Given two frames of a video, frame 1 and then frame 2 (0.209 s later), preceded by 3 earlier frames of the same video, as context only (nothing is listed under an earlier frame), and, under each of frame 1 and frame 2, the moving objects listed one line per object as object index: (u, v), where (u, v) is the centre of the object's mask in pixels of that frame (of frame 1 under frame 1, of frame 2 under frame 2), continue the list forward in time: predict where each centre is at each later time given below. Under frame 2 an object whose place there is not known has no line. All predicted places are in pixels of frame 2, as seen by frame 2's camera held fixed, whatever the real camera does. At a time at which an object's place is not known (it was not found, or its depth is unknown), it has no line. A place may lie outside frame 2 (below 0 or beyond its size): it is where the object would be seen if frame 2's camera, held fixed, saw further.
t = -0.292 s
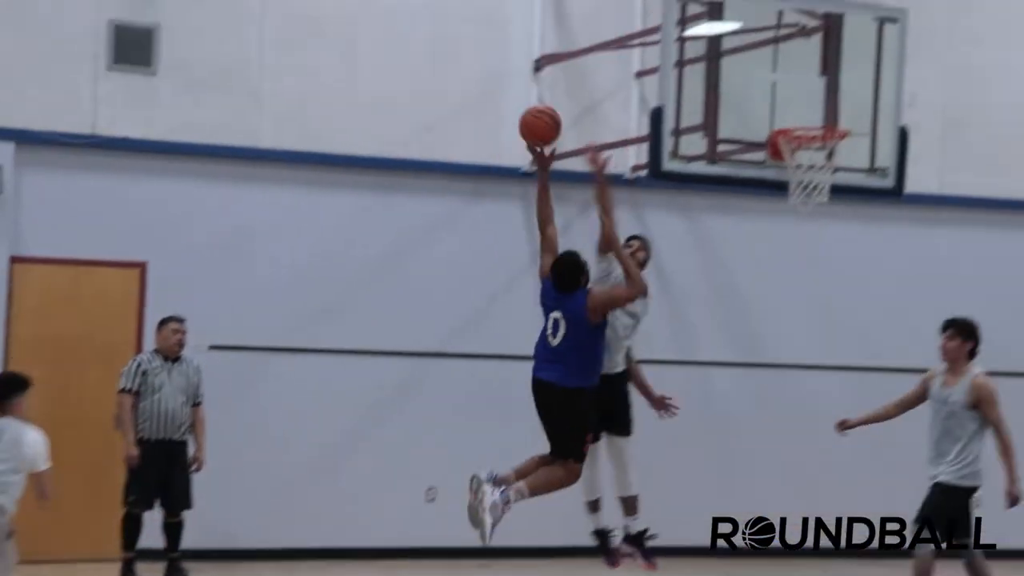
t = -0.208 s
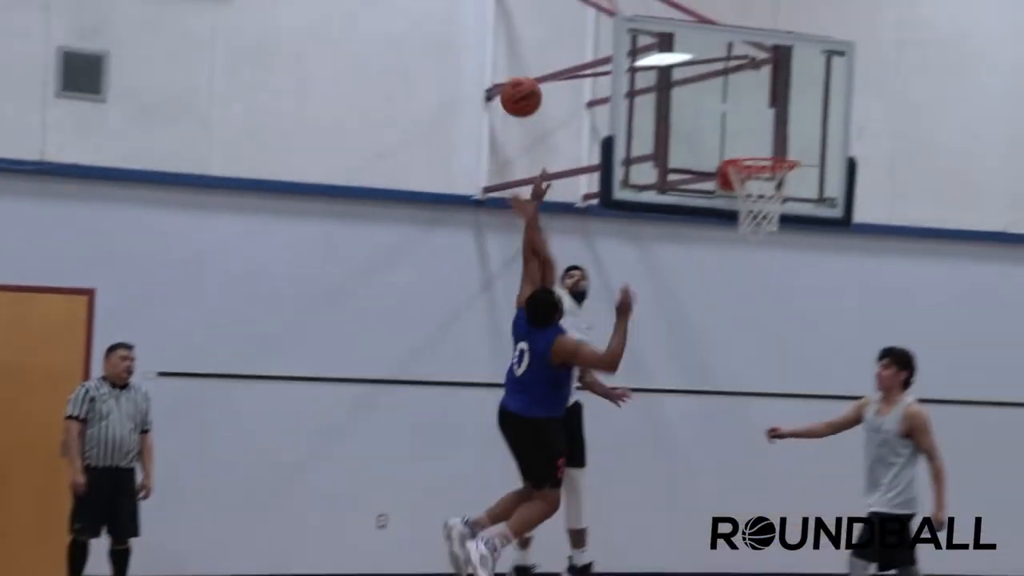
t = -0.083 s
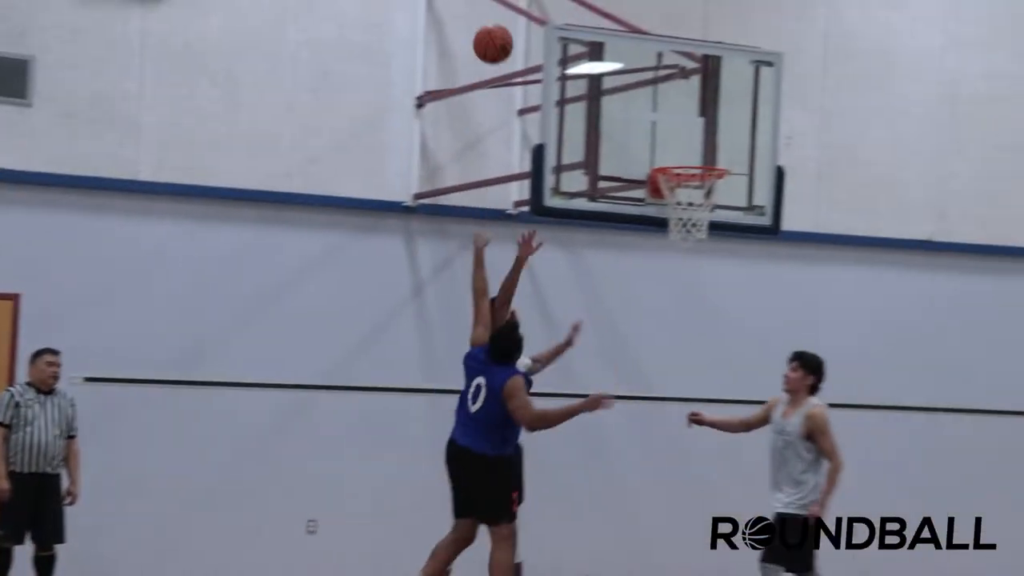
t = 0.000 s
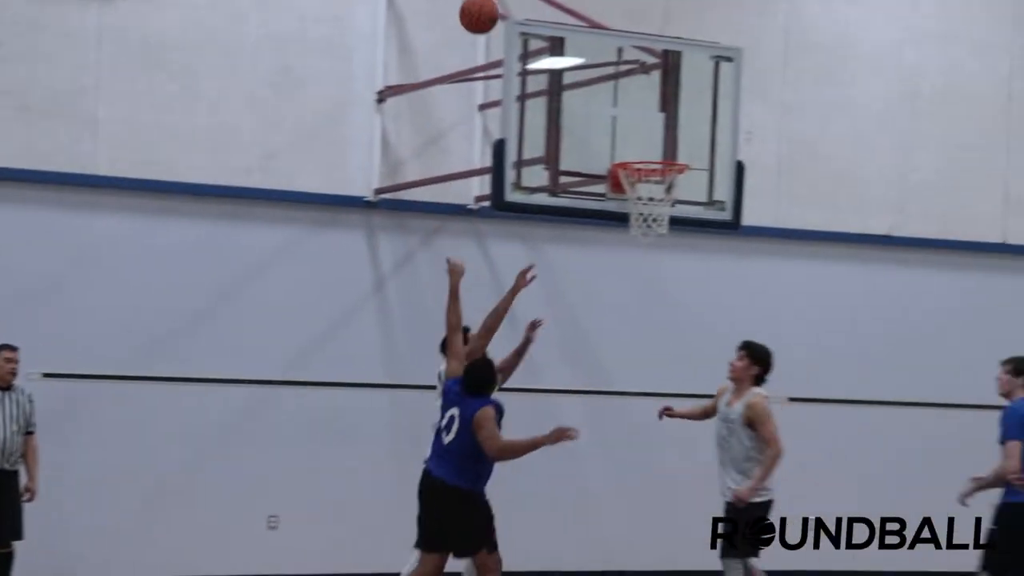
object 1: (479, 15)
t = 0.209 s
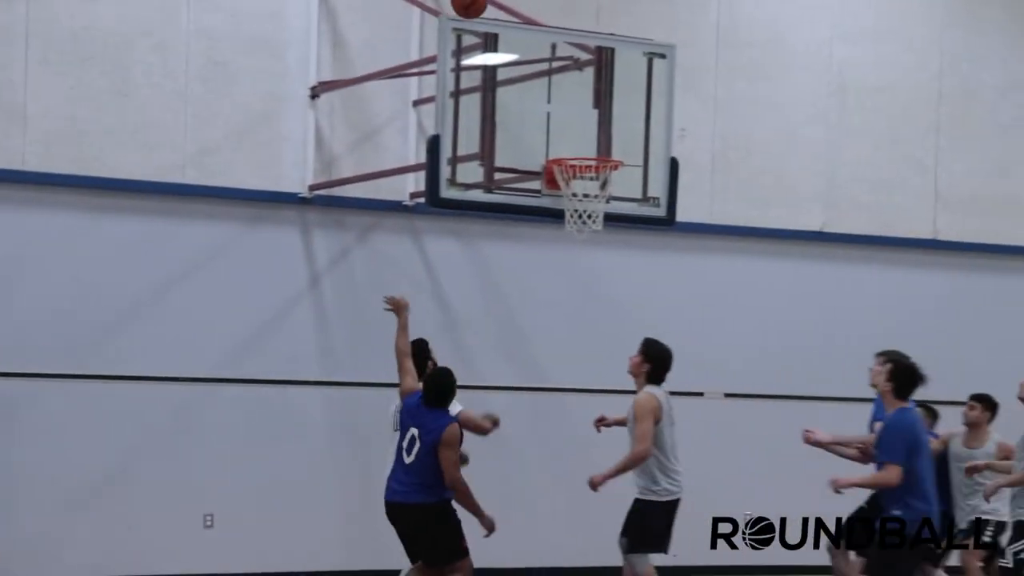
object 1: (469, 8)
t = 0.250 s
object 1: (480, 11)
